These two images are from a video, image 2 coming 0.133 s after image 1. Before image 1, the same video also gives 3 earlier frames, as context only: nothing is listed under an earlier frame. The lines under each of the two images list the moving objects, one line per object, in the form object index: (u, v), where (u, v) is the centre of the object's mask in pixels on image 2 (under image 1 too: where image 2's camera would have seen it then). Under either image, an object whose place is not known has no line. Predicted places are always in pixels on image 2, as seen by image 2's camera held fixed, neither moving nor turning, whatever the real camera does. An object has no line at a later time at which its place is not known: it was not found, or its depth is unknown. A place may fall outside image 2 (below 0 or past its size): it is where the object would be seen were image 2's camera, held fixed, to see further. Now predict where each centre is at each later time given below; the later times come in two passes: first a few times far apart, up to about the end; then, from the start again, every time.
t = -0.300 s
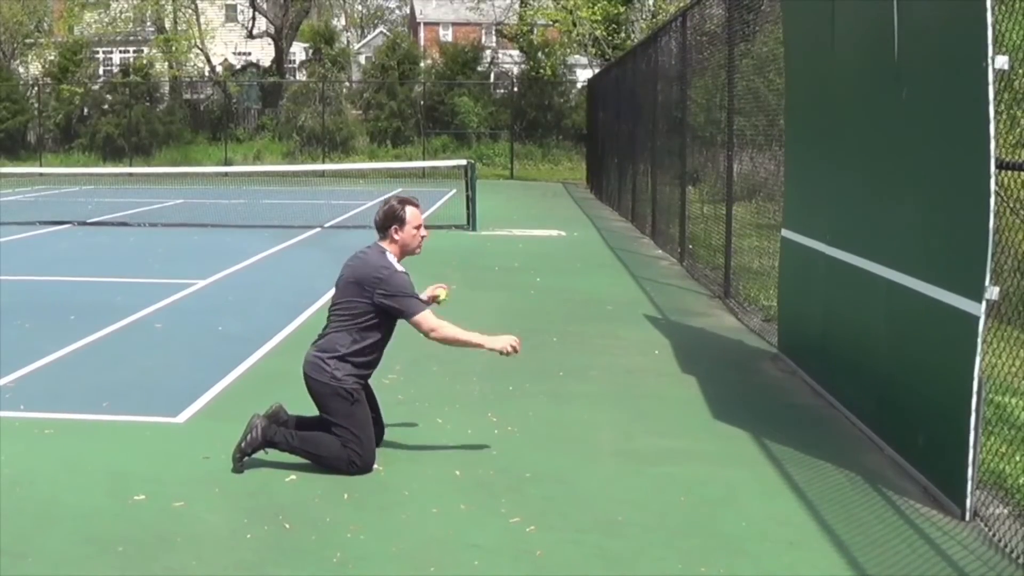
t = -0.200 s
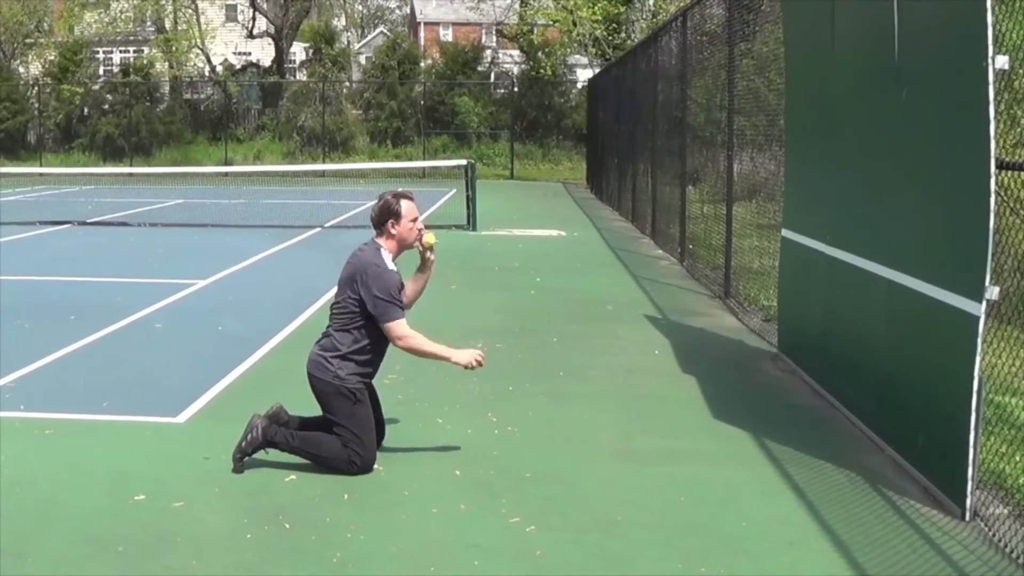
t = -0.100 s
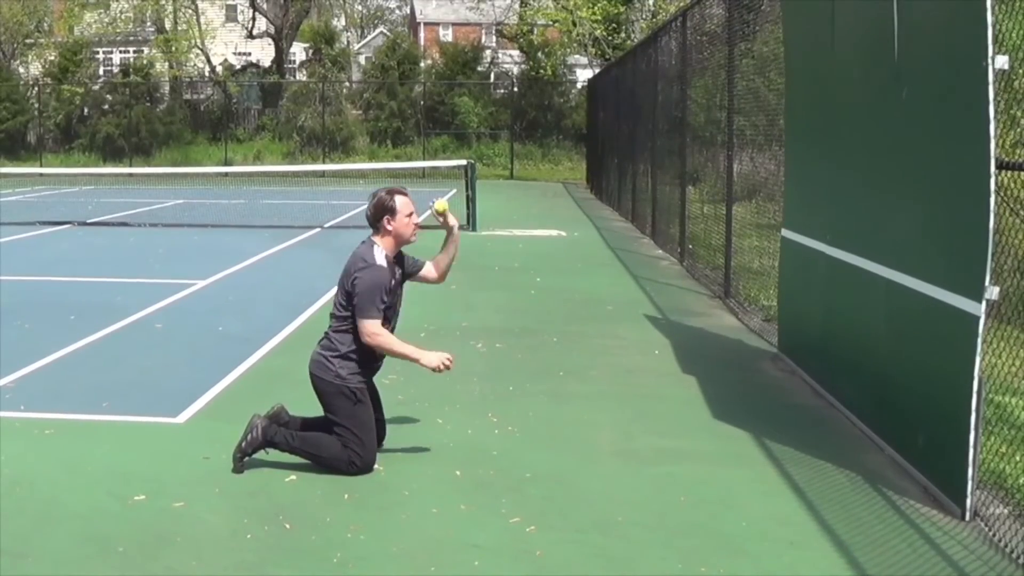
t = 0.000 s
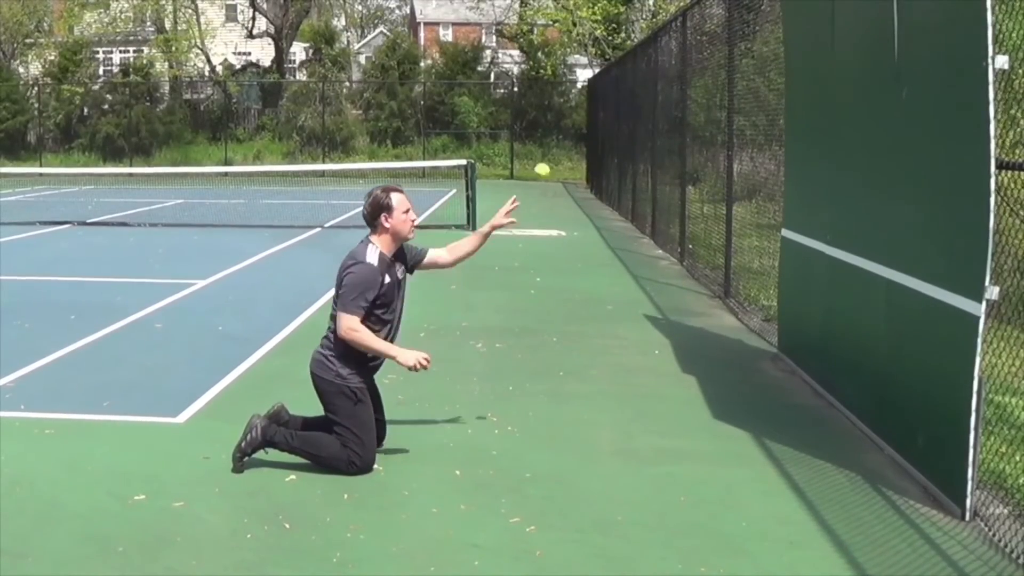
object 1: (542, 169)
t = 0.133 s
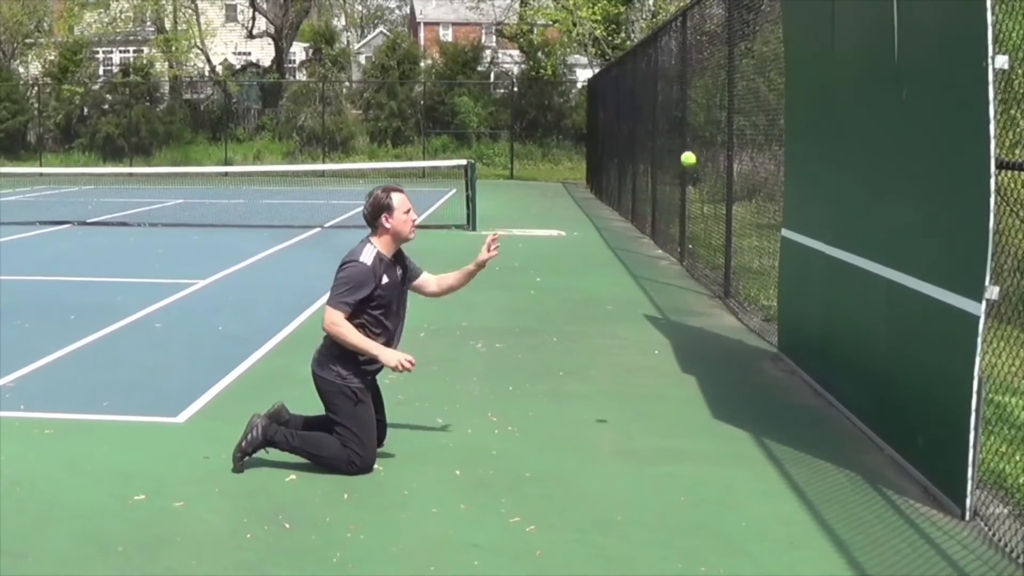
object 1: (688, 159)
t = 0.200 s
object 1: (760, 167)
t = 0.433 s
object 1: (862, 259)
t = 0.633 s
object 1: (700, 402)
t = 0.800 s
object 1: (593, 384)
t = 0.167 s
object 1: (724, 162)
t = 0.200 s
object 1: (760, 167)
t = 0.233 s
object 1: (795, 176)
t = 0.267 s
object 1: (830, 186)
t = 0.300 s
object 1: (864, 199)
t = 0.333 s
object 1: (898, 214)
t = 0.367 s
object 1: (916, 230)
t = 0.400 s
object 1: (889, 243)
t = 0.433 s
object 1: (862, 259)
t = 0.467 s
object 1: (836, 277)
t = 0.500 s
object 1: (809, 298)
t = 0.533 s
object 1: (781, 321)
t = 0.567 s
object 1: (754, 346)
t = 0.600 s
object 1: (727, 373)
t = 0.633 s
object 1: (700, 402)
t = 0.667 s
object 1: (672, 434)
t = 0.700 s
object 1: (647, 456)
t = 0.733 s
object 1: (630, 429)
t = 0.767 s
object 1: (612, 406)
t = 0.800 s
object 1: (593, 384)
